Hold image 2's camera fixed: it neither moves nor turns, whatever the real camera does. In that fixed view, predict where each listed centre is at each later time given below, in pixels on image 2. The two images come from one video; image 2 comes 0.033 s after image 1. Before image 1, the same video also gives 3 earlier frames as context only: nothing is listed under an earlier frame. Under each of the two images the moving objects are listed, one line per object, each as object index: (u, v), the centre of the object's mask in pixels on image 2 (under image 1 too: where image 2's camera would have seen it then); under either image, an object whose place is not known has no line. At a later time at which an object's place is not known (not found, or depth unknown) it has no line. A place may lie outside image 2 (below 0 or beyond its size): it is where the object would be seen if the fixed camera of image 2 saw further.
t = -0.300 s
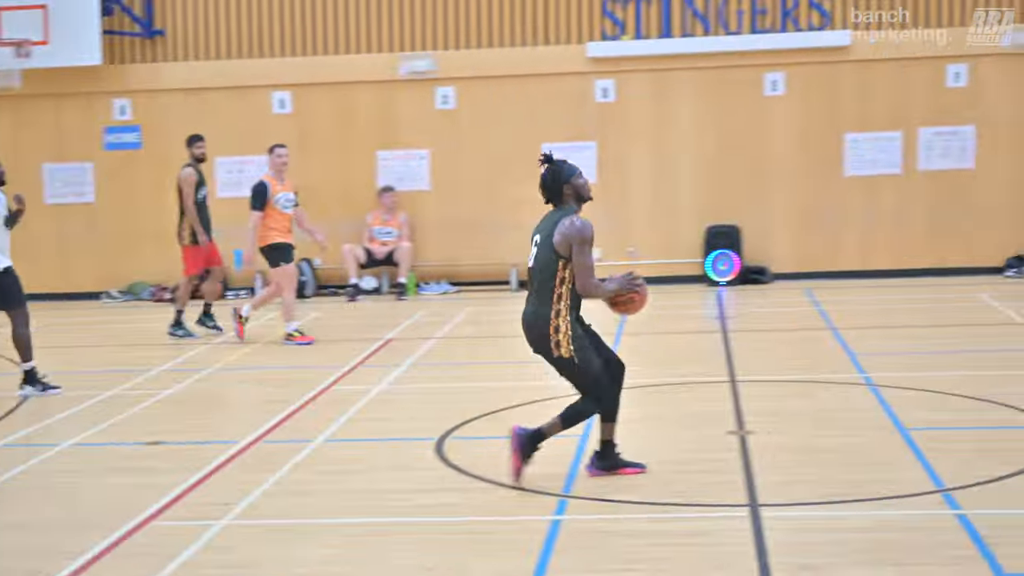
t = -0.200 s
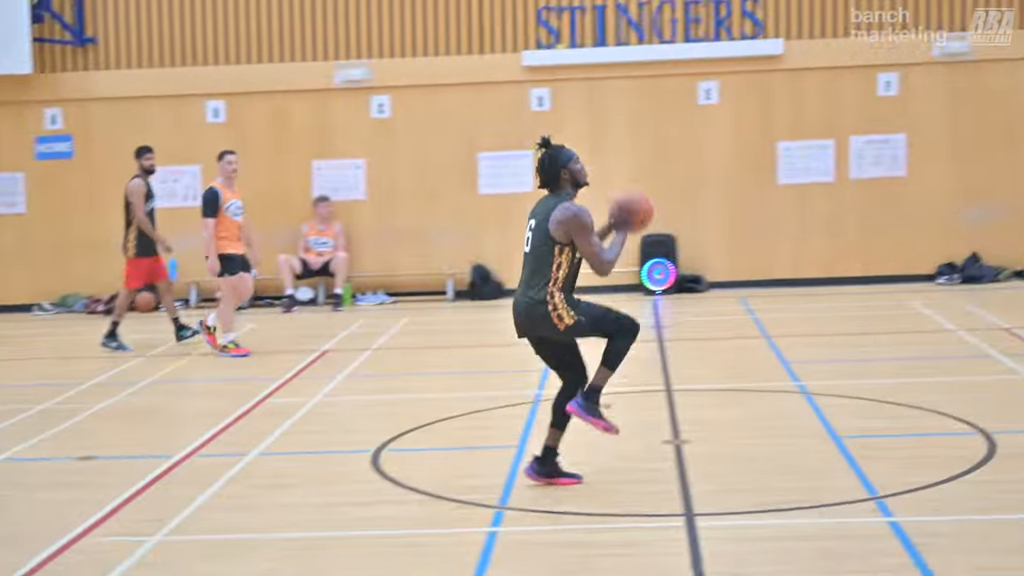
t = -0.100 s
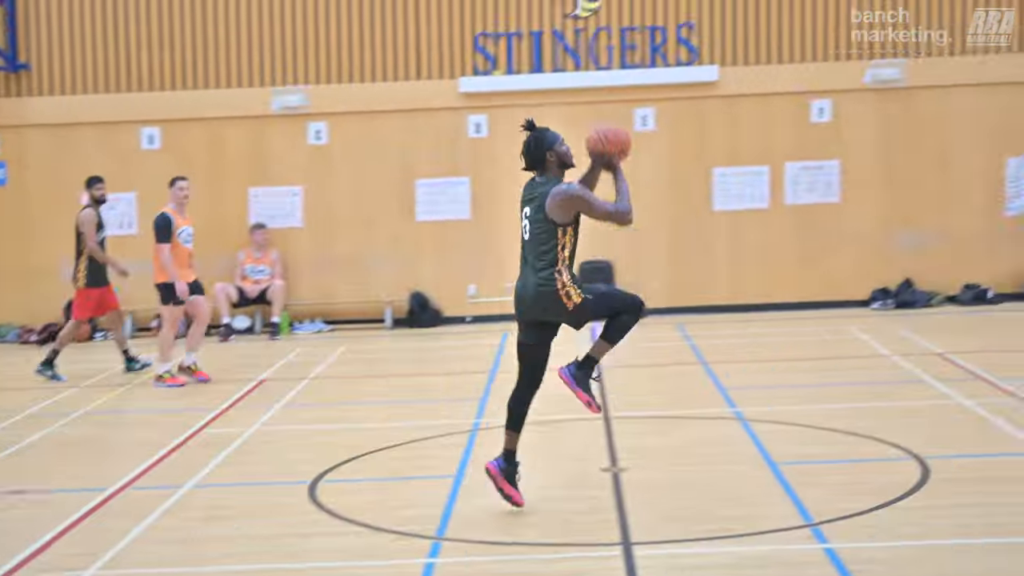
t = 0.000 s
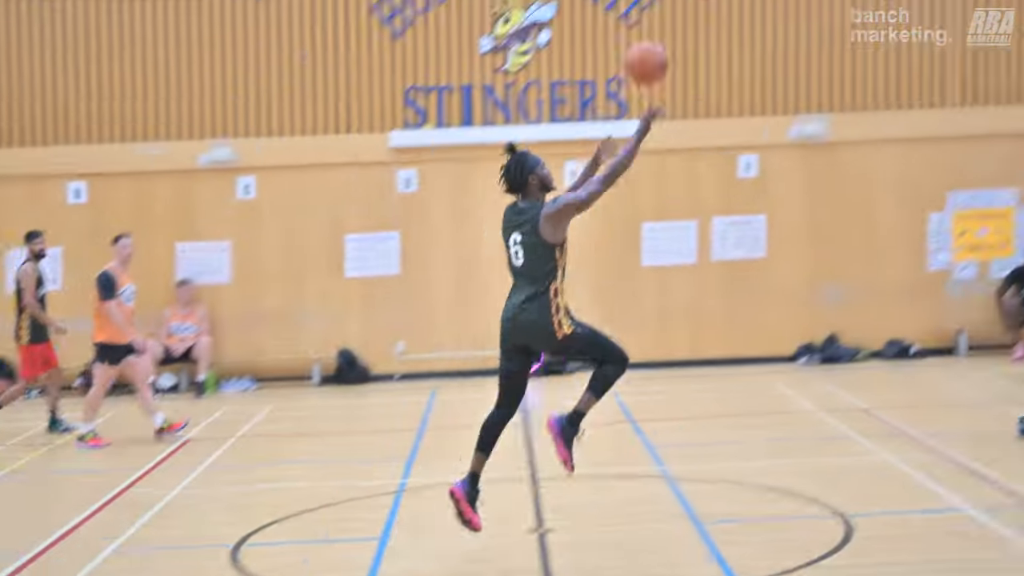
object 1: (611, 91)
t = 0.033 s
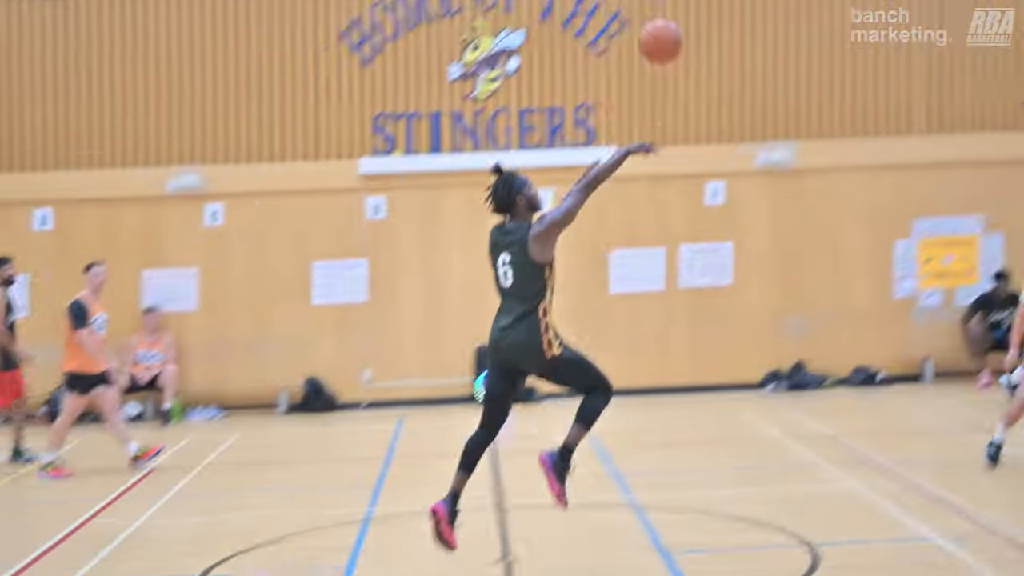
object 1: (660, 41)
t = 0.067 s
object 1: (708, -6)
